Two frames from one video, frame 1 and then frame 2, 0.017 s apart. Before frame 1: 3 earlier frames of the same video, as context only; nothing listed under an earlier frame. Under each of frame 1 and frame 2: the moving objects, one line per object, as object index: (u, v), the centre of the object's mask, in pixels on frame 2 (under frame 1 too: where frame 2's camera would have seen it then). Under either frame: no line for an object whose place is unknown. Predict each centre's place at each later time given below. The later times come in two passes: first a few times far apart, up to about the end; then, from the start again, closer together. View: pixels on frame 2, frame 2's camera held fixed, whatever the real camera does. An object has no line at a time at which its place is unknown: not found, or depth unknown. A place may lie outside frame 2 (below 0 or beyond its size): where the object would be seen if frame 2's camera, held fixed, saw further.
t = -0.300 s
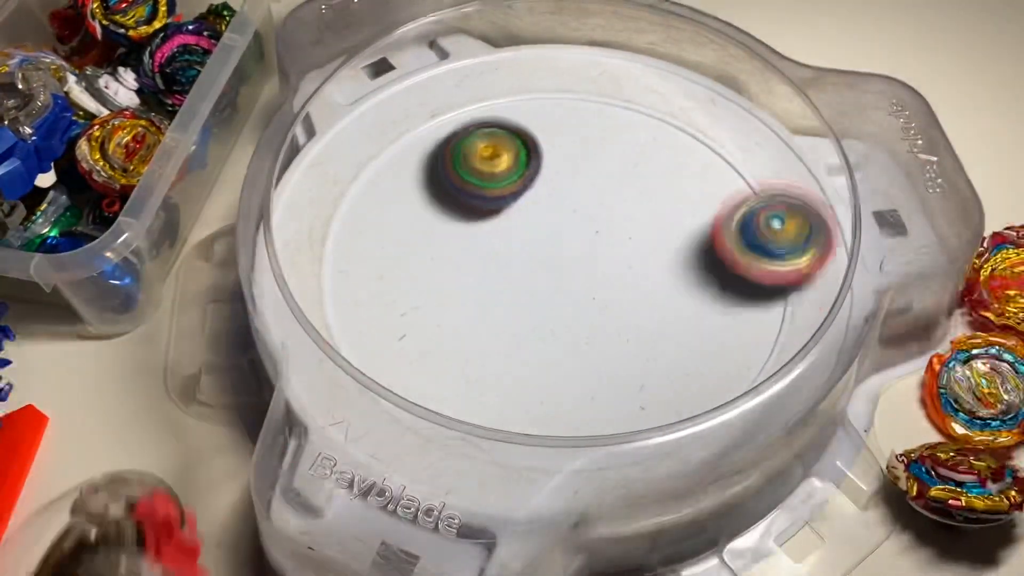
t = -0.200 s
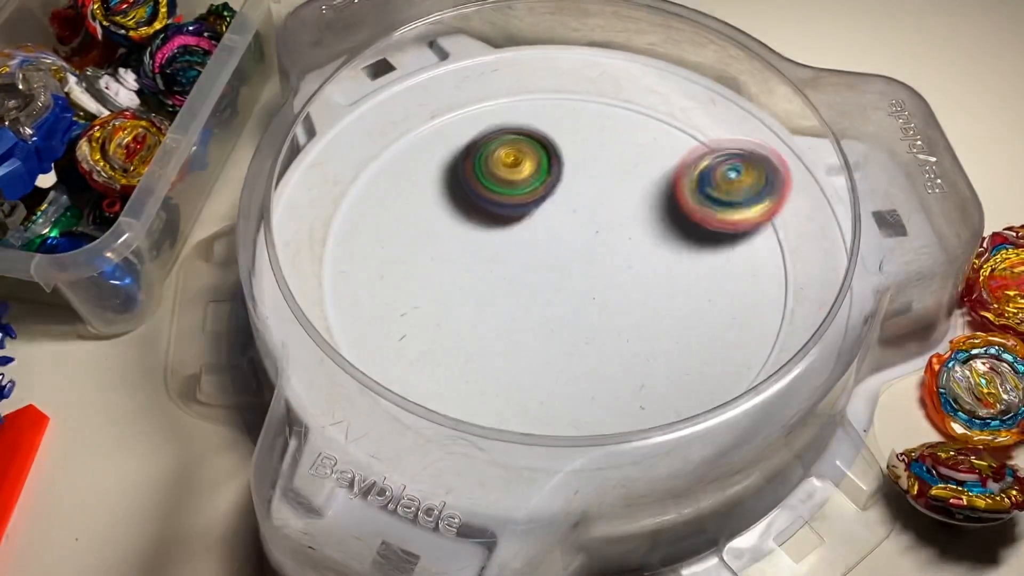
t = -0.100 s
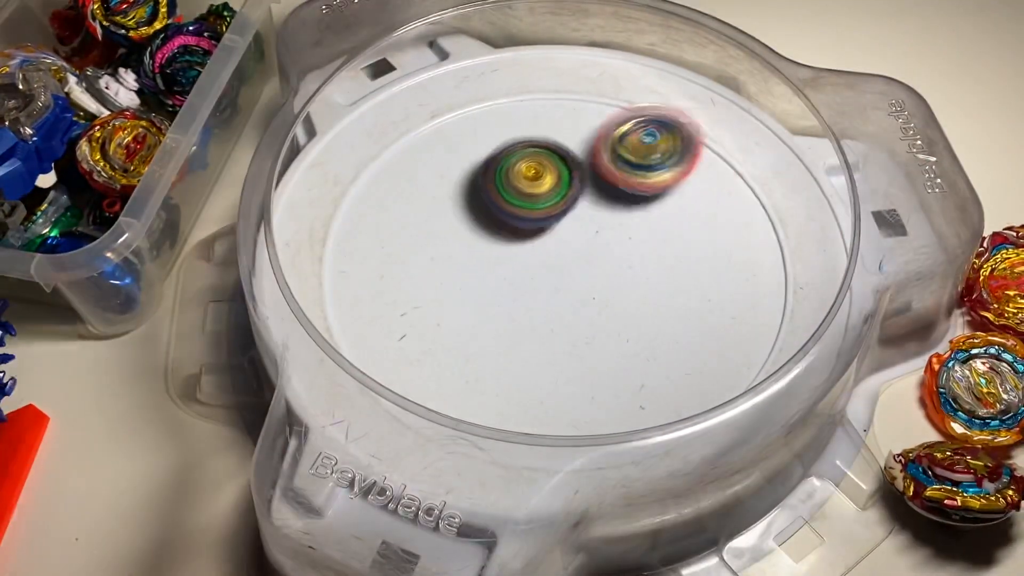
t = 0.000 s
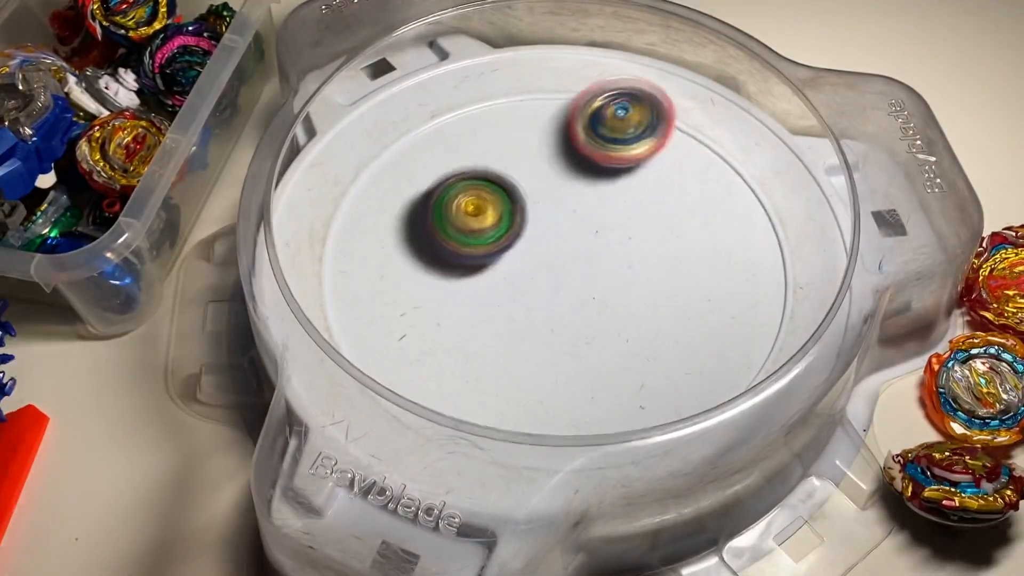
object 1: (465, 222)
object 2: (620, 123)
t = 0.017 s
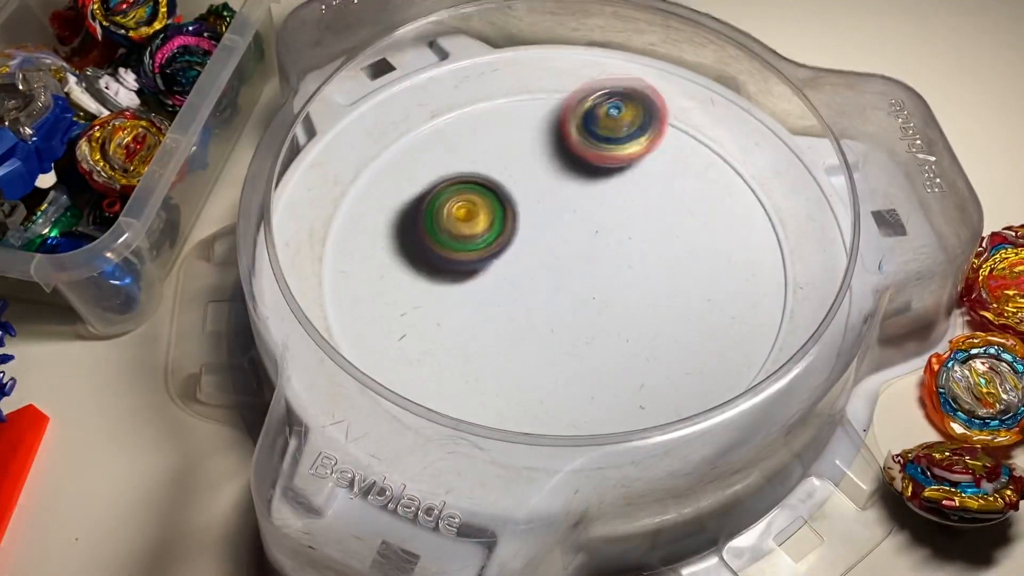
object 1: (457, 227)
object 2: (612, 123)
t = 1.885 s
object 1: (657, 292)
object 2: (479, 239)
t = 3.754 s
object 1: (664, 76)
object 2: (506, 385)
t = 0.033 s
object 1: (450, 232)
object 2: (604, 123)
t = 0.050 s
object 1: (444, 236)
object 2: (595, 125)
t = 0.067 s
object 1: (439, 240)
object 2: (584, 128)
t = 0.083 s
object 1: (435, 243)
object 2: (573, 133)
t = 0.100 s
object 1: (431, 246)
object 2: (560, 140)
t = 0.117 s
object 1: (429, 248)
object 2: (549, 147)
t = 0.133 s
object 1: (428, 250)
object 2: (537, 156)
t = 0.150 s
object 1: (427, 251)
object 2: (527, 164)
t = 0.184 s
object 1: (426, 253)
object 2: (510, 184)
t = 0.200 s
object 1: (424, 257)
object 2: (507, 191)
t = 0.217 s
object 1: (418, 262)
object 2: (507, 197)
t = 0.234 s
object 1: (414, 267)
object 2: (508, 205)
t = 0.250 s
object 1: (410, 271)
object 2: (509, 213)
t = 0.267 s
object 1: (407, 275)
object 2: (511, 221)
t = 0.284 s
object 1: (405, 278)
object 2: (516, 229)
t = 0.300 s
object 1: (404, 281)
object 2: (520, 238)
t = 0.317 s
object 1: (404, 283)
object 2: (526, 247)
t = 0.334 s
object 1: (404, 285)
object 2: (533, 255)
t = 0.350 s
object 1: (404, 286)
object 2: (540, 263)
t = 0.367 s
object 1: (405, 287)
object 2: (549, 270)
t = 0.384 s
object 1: (407, 287)
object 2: (558, 277)
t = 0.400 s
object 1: (409, 287)
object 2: (569, 282)
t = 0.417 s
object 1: (411, 288)
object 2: (579, 286)
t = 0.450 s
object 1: (417, 287)
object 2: (599, 293)
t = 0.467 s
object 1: (420, 287)
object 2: (610, 294)
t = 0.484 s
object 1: (424, 286)
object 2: (621, 294)
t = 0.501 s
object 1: (428, 286)
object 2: (631, 294)
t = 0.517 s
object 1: (432, 285)
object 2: (641, 292)
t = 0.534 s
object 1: (436, 284)
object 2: (651, 289)
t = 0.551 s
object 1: (440, 284)
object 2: (660, 286)
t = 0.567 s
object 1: (444, 283)
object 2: (669, 281)
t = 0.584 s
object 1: (449, 282)
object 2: (678, 275)
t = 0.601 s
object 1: (453, 282)
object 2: (686, 270)
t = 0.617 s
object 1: (458, 281)
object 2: (693, 263)
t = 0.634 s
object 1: (462, 281)
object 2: (699, 255)
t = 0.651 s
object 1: (467, 280)
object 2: (703, 247)
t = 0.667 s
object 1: (471, 279)
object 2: (706, 238)
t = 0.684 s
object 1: (475, 279)
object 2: (707, 228)
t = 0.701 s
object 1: (479, 278)
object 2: (708, 218)
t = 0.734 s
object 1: (486, 277)
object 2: (702, 200)
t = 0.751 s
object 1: (489, 277)
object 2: (696, 191)
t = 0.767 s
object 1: (491, 277)
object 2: (689, 183)
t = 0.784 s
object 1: (494, 276)
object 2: (680, 175)
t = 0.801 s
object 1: (496, 277)
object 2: (669, 169)
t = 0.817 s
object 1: (497, 278)
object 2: (659, 163)
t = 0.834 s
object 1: (499, 278)
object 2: (645, 159)
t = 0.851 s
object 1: (501, 279)
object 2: (632, 156)
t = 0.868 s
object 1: (503, 280)
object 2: (618, 154)
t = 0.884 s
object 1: (504, 281)
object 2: (603, 154)
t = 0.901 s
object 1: (506, 283)
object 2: (590, 154)
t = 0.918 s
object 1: (507, 285)
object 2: (575, 156)
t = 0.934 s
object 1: (508, 287)
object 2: (562, 159)
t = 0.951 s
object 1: (509, 289)
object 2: (549, 163)
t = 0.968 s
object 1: (511, 291)
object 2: (535, 170)
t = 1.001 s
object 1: (513, 296)
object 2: (511, 185)
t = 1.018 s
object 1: (515, 298)
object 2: (500, 193)
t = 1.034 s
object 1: (517, 301)
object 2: (491, 202)
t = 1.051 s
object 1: (518, 304)
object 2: (484, 210)
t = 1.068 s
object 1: (521, 311)
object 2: (475, 214)
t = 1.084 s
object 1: (522, 319)
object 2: (468, 218)
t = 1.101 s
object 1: (524, 326)
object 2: (462, 222)
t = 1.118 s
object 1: (526, 332)
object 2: (455, 227)
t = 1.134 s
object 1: (526, 337)
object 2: (451, 233)
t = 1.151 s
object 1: (527, 342)
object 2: (446, 240)
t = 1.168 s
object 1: (527, 345)
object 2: (443, 248)
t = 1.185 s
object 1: (527, 349)
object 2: (440, 258)
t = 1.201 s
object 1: (527, 351)
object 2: (438, 268)
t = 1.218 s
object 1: (527, 353)
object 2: (440, 278)
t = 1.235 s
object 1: (528, 356)
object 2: (440, 287)
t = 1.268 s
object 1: (546, 369)
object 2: (427, 293)
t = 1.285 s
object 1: (555, 373)
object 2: (421, 298)
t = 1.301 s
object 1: (563, 377)
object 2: (418, 302)
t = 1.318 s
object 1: (570, 379)
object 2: (417, 307)
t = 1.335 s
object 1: (576, 381)
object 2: (417, 312)
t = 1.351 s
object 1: (580, 382)
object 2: (419, 317)
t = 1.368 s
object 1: (585, 383)
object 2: (422, 324)
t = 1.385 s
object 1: (589, 383)
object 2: (427, 330)
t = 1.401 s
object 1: (592, 383)
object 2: (432, 336)
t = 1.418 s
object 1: (595, 383)
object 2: (440, 342)
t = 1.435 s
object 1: (597, 383)
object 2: (449, 347)
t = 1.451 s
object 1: (599, 382)
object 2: (459, 352)
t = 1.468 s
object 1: (601, 382)
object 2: (472, 356)
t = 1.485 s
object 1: (603, 380)
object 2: (483, 358)
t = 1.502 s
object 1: (607, 380)
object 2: (492, 360)
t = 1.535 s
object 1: (638, 375)
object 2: (486, 356)
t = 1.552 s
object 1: (654, 371)
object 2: (485, 355)
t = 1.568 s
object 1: (670, 367)
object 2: (485, 352)
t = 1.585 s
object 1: (683, 363)
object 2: (486, 350)
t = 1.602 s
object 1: (695, 358)
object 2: (489, 345)
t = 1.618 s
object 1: (707, 353)
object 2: (492, 341)
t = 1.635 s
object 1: (716, 347)
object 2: (496, 336)
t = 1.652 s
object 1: (725, 342)
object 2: (498, 331)
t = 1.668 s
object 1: (732, 337)
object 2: (502, 325)
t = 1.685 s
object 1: (735, 332)
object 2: (504, 318)
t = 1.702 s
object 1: (736, 327)
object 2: (505, 311)
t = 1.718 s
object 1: (735, 322)
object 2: (506, 304)
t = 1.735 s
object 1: (733, 317)
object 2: (505, 297)
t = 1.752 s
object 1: (729, 313)
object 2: (504, 289)
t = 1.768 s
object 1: (723, 309)
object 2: (502, 282)
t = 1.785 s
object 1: (716, 305)
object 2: (500, 275)
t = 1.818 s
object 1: (700, 299)
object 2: (495, 261)
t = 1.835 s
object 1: (690, 297)
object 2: (492, 255)
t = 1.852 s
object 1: (679, 294)
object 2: (488, 249)
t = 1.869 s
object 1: (668, 293)
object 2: (484, 244)
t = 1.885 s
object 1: (657, 292)
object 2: (479, 239)
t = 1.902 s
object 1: (645, 290)
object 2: (474, 234)
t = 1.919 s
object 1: (634, 290)
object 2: (469, 229)
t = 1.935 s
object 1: (622, 289)
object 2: (463, 225)
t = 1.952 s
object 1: (611, 289)
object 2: (457, 222)
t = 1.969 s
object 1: (599, 288)
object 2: (451, 220)
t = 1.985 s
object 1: (588, 287)
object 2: (445, 217)
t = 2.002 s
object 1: (579, 286)
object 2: (440, 215)
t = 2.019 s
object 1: (568, 286)
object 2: (433, 214)
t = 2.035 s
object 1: (559, 284)
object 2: (427, 213)
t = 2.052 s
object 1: (550, 284)
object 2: (421, 214)
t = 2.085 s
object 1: (535, 281)
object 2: (409, 215)
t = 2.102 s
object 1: (529, 280)
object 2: (404, 217)
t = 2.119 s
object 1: (524, 279)
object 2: (400, 220)
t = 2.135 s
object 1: (520, 278)
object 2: (395, 223)
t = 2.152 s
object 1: (516, 277)
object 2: (392, 227)
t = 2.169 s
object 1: (514, 276)
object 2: (389, 232)
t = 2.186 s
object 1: (513, 275)
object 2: (388, 237)
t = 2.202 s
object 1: (512, 275)
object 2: (387, 244)
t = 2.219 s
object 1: (512, 275)
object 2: (387, 250)
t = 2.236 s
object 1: (513, 274)
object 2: (389, 258)
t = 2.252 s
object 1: (514, 274)
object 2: (392, 265)
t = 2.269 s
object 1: (517, 274)
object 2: (398, 272)
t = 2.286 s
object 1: (520, 274)
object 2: (405, 279)
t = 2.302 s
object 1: (523, 273)
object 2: (412, 285)
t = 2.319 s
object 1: (527, 272)
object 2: (420, 292)
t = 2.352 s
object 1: (540, 271)
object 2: (427, 301)
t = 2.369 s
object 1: (547, 270)
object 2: (433, 304)
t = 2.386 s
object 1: (553, 270)
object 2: (440, 307)
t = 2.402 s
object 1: (559, 268)
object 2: (448, 309)
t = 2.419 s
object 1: (564, 268)
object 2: (458, 311)
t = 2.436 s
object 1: (570, 267)
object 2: (468, 310)
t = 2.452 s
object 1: (574, 266)
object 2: (479, 310)
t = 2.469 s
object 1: (581, 264)
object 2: (482, 310)
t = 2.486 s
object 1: (591, 261)
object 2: (482, 311)
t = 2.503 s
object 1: (601, 258)
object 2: (484, 311)
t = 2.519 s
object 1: (611, 254)
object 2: (487, 309)
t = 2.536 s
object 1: (620, 251)
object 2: (489, 305)
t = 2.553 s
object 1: (628, 248)
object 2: (492, 303)
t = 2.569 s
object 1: (634, 246)
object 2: (497, 299)
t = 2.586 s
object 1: (640, 244)
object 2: (501, 293)
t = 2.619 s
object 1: (649, 243)
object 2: (509, 281)
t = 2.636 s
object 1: (652, 243)
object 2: (513, 275)
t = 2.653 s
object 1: (654, 244)
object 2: (517, 267)
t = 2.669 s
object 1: (655, 246)
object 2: (518, 259)
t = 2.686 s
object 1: (656, 247)
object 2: (518, 252)
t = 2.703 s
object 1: (657, 250)
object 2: (519, 245)
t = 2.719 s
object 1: (657, 252)
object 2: (519, 237)
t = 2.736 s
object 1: (656, 254)
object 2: (517, 229)
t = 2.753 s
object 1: (655, 257)
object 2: (515, 222)
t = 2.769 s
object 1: (654, 259)
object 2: (512, 216)
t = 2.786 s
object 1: (654, 261)
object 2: (509, 209)
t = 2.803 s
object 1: (652, 264)
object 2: (506, 202)
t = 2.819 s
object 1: (651, 266)
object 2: (500, 197)
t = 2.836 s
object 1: (649, 267)
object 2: (496, 192)
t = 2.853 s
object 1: (647, 269)
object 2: (491, 188)
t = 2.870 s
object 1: (645, 270)
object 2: (485, 185)
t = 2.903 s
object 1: (639, 273)
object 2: (473, 182)
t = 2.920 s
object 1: (636, 273)
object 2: (468, 181)
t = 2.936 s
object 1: (632, 274)
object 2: (462, 181)
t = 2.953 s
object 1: (629, 274)
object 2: (455, 183)
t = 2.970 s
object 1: (625, 275)
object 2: (450, 185)
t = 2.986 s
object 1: (622, 275)
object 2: (446, 186)
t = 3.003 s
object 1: (618, 275)
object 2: (441, 188)
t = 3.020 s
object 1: (614, 275)
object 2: (436, 192)
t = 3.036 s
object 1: (610, 275)
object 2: (432, 196)
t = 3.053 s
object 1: (607, 275)
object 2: (429, 200)
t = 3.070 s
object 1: (603, 275)
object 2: (426, 205)
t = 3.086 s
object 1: (599, 274)
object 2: (423, 212)
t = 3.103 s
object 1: (596, 273)
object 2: (421, 219)
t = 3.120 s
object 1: (593, 273)
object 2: (423, 225)
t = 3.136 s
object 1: (590, 272)
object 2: (424, 232)
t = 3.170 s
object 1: (585, 270)
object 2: (433, 248)
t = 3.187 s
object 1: (582, 269)
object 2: (439, 255)
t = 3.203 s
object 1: (581, 267)
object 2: (446, 261)
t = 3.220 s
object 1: (579, 265)
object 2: (455, 267)
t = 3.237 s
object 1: (580, 263)
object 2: (466, 273)
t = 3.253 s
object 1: (582, 260)
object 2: (475, 277)
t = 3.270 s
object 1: (592, 254)
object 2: (468, 283)
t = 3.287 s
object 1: (606, 247)
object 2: (461, 292)
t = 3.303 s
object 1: (618, 240)
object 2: (456, 298)
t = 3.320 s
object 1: (629, 233)
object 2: (453, 303)
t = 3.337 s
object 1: (639, 227)
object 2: (451, 309)
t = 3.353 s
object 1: (647, 221)
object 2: (451, 315)
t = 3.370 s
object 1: (654, 216)
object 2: (453, 319)
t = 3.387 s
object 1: (658, 212)
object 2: (455, 324)
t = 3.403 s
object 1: (661, 208)
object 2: (461, 327)
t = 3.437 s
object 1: (663, 204)
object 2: (474, 332)
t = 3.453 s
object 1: (662, 204)
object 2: (482, 334)
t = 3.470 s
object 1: (660, 203)
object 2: (491, 335)
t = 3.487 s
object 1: (658, 202)
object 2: (501, 334)
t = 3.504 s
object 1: (656, 202)
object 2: (511, 333)
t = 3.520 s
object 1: (652, 203)
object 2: (522, 331)
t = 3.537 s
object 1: (649, 204)
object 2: (532, 328)
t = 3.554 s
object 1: (646, 204)
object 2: (542, 324)
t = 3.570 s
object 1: (642, 206)
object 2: (551, 319)
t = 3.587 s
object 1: (639, 207)
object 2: (559, 314)
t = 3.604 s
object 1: (635, 208)
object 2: (567, 307)
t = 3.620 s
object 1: (631, 208)
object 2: (574, 300)
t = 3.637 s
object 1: (629, 207)
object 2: (581, 292)
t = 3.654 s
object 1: (629, 202)
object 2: (577, 296)
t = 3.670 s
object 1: (637, 177)
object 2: (563, 314)
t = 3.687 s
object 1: (648, 151)
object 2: (550, 333)
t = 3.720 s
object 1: (661, 106)
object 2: (525, 364)
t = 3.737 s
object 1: (662, 89)
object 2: (515, 376)
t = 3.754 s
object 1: (664, 76)
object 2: (506, 385)
